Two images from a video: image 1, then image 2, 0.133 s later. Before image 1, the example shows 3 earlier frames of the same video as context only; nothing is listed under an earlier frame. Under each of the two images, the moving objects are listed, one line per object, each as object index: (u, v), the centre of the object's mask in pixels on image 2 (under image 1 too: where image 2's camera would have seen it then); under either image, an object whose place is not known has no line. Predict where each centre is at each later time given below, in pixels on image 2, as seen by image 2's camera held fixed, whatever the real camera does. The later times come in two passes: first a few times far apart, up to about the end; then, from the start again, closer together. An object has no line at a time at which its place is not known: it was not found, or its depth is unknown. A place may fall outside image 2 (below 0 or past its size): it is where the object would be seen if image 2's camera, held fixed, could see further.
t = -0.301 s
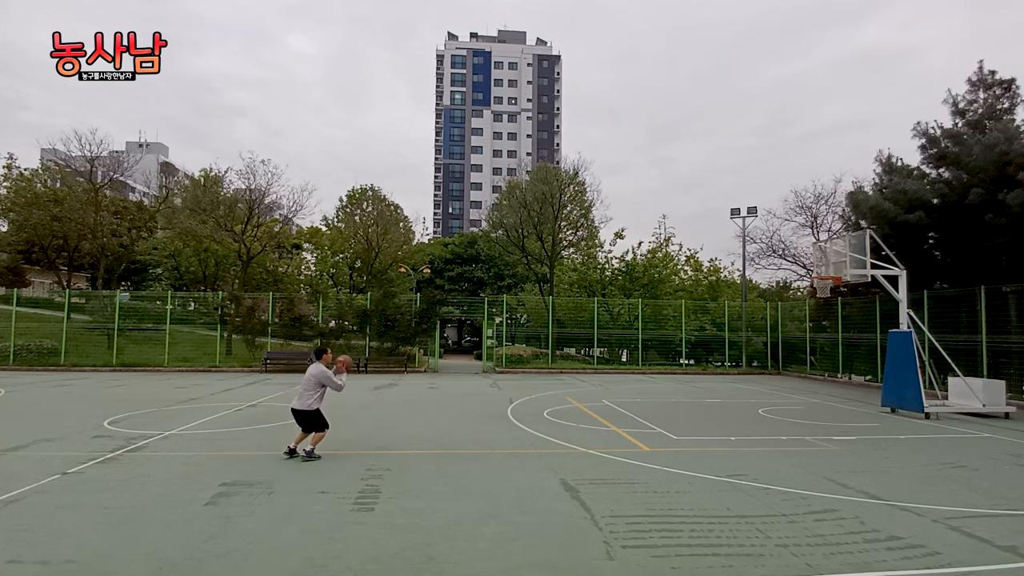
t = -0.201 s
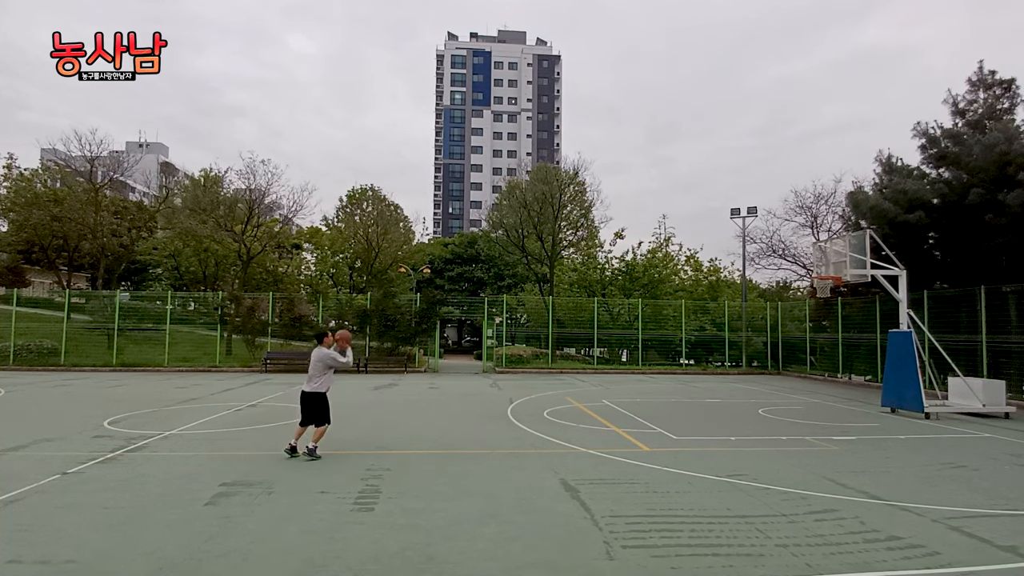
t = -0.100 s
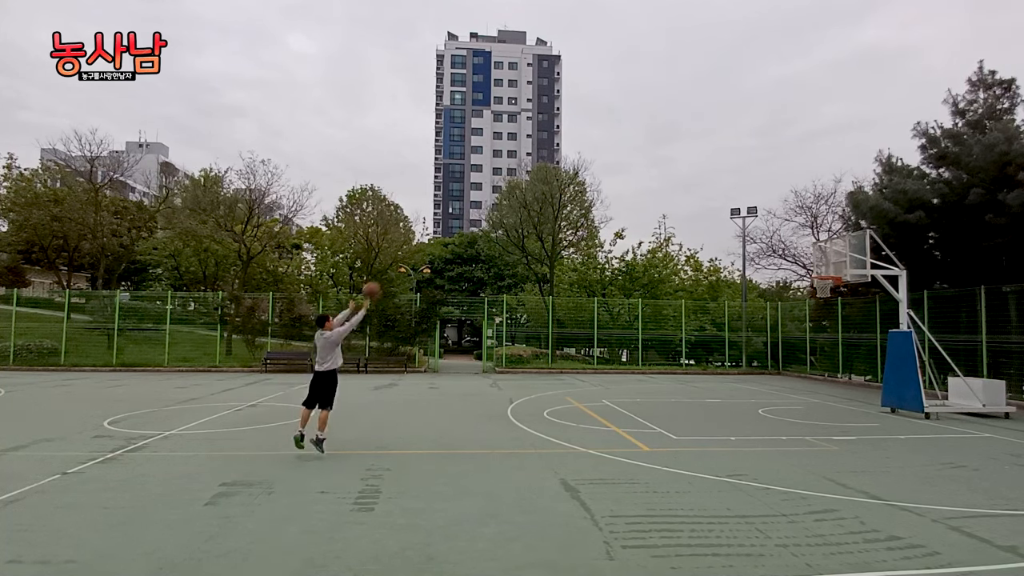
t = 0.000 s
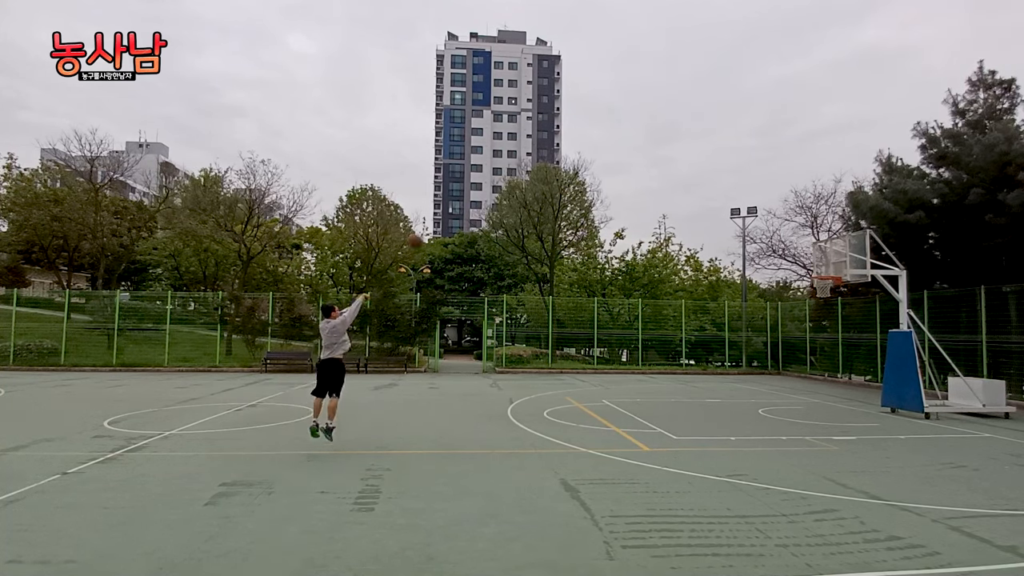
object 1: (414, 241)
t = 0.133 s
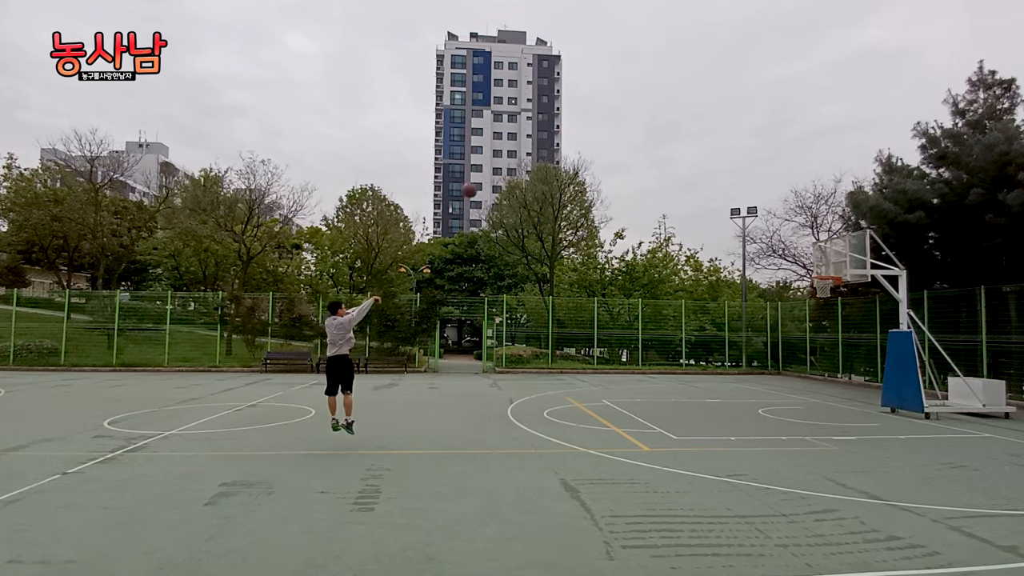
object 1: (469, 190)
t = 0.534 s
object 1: (604, 118)
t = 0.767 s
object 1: (669, 119)
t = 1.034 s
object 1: (735, 152)
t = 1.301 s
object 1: (793, 212)
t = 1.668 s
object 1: (820, 241)
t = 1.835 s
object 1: (808, 222)
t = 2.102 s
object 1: (789, 216)
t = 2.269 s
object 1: (777, 228)
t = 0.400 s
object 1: (563, 130)
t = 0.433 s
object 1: (574, 126)
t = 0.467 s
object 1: (584, 122)
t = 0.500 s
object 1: (594, 120)
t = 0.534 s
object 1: (604, 118)
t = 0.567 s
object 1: (614, 116)
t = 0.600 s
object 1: (624, 115)
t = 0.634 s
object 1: (633, 115)
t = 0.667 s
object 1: (642, 115)
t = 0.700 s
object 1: (651, 116)
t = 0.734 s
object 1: (660, 117)
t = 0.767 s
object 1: (669, 119)
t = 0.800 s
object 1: (678, 121)
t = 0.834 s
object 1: (686, 124)
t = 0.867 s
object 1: (695, 128)
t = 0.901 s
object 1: (703, 132)
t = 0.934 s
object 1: (711, 136)
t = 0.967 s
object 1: (719, 141)
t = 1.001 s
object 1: (727, 146)
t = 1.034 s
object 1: (735, 152)
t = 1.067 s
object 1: (742, 158)
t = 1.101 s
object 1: (750, 164)
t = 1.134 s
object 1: (757, 171)
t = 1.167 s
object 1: (765, 178)
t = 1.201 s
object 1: (772, 186)
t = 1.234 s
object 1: (779, 194)
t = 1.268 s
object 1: (786, 203)
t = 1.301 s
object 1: (793, 212)
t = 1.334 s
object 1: (800, 221)
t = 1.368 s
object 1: (807, 230)
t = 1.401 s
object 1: (813, 241)
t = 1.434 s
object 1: (820, 251)
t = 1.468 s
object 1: (827, 262)
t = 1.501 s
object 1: (833, 272)
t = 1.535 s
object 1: (831, 265)
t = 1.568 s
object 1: (828, 258)
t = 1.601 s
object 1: (825, 252)
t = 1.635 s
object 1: (823, 246)
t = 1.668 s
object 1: (820, 241)
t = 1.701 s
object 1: (818, 236)
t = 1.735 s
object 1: (816, 231)
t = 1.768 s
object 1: (813, 227)
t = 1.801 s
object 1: (810, 225)
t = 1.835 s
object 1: (808, 222)
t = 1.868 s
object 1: (805, 219)
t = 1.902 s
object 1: (803, 218)
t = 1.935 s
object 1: (801, 216)
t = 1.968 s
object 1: (798, 214)
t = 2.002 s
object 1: (796, 214)
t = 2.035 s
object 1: (793, 214)
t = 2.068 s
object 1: (791, 215)
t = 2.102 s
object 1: (789, 216)
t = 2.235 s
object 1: (779, 225)
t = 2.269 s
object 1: (777, 228)
